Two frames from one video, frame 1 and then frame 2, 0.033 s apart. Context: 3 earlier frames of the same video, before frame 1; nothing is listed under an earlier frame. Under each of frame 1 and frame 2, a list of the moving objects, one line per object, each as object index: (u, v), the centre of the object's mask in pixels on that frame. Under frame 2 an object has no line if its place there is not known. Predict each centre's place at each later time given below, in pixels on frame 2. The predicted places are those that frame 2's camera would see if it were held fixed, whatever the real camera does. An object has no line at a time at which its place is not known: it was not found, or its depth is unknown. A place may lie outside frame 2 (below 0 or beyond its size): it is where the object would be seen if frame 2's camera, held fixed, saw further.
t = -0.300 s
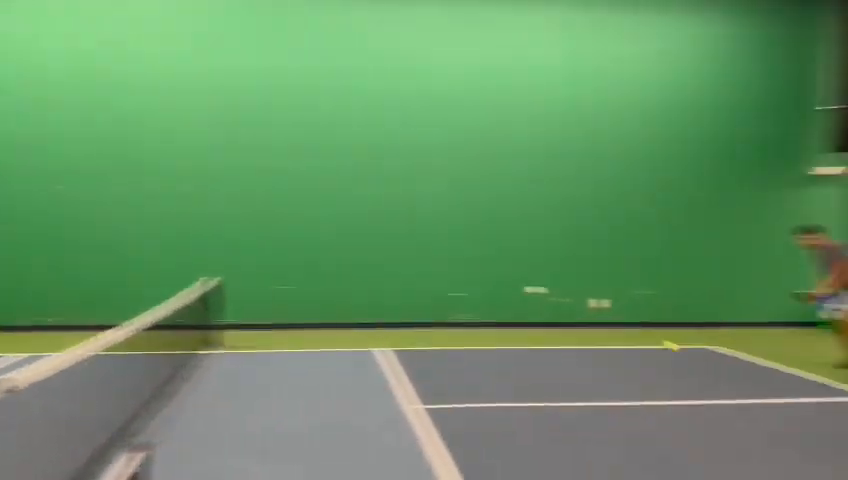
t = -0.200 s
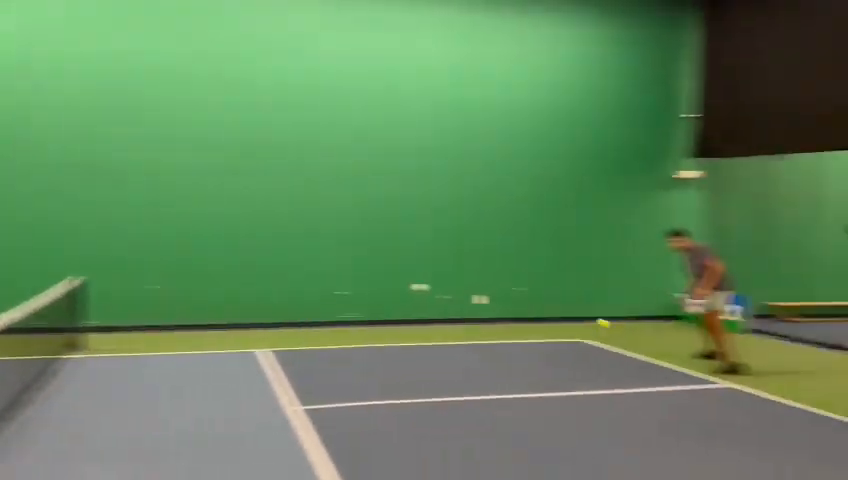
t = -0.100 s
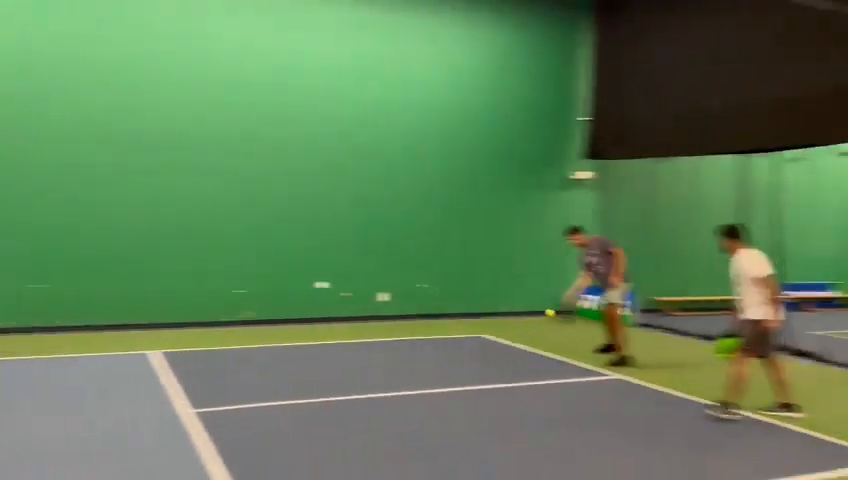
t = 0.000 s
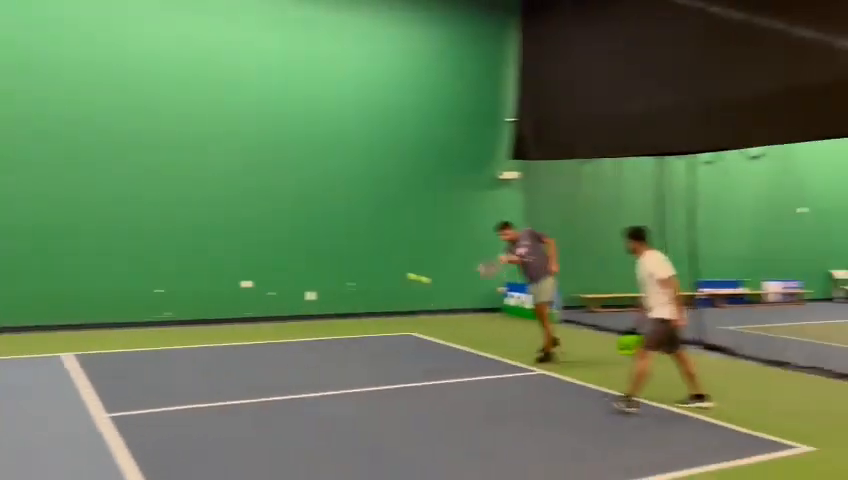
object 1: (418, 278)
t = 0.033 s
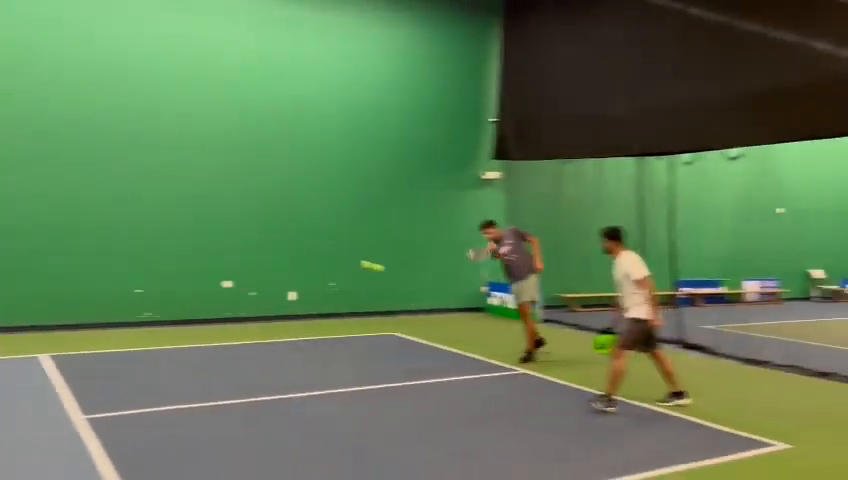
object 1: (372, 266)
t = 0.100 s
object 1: (306, 242)
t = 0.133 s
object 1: (269, 231)
